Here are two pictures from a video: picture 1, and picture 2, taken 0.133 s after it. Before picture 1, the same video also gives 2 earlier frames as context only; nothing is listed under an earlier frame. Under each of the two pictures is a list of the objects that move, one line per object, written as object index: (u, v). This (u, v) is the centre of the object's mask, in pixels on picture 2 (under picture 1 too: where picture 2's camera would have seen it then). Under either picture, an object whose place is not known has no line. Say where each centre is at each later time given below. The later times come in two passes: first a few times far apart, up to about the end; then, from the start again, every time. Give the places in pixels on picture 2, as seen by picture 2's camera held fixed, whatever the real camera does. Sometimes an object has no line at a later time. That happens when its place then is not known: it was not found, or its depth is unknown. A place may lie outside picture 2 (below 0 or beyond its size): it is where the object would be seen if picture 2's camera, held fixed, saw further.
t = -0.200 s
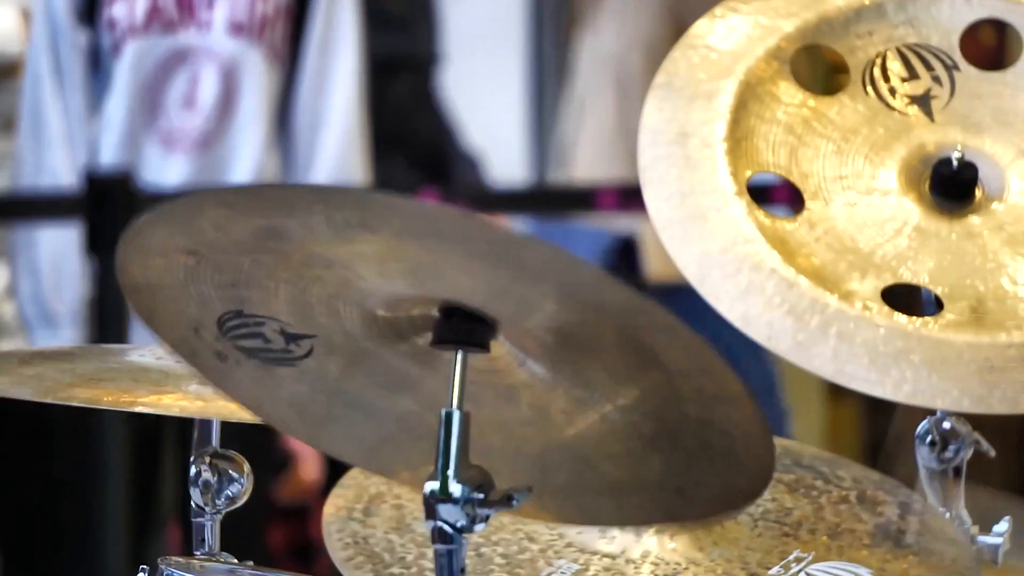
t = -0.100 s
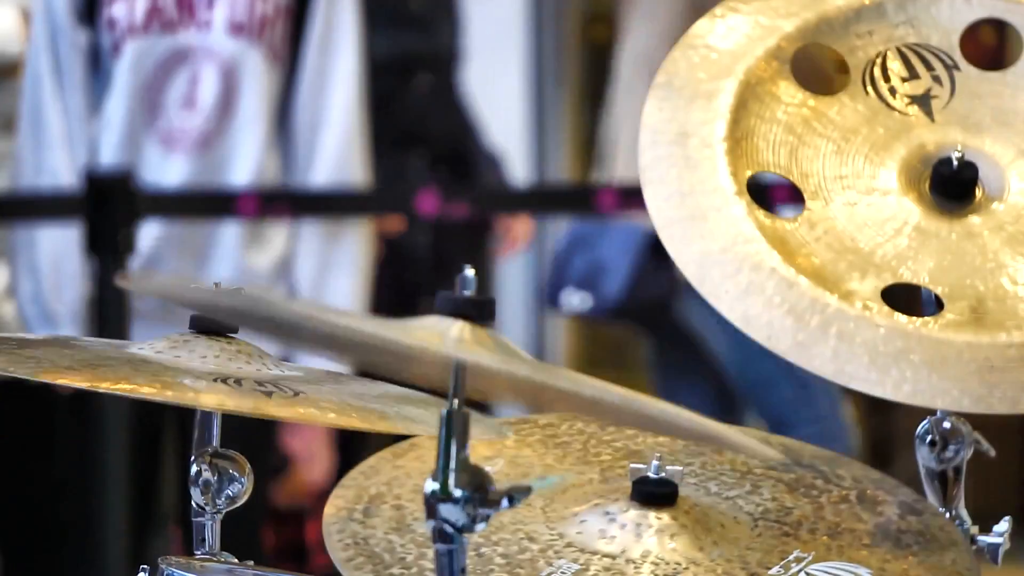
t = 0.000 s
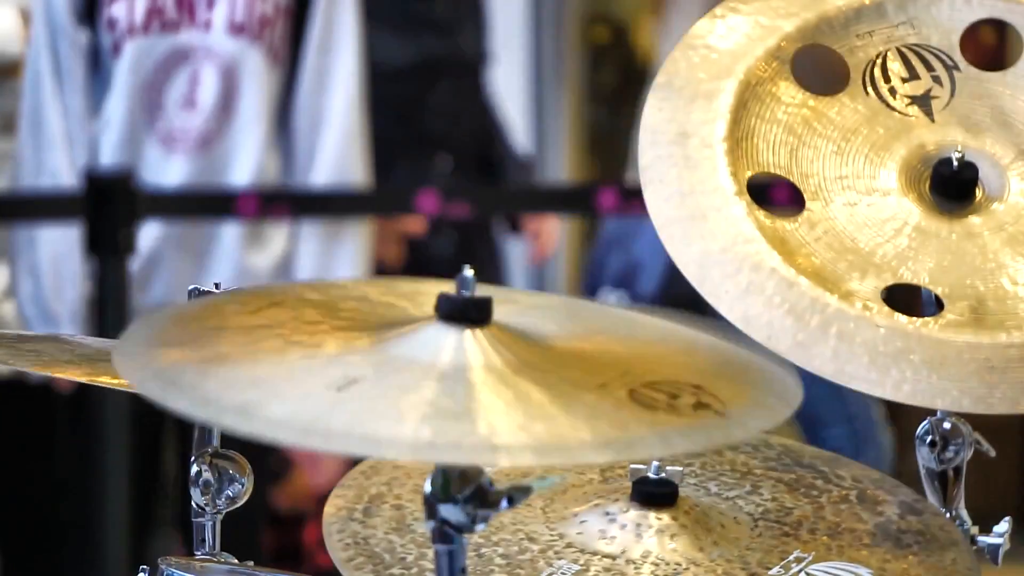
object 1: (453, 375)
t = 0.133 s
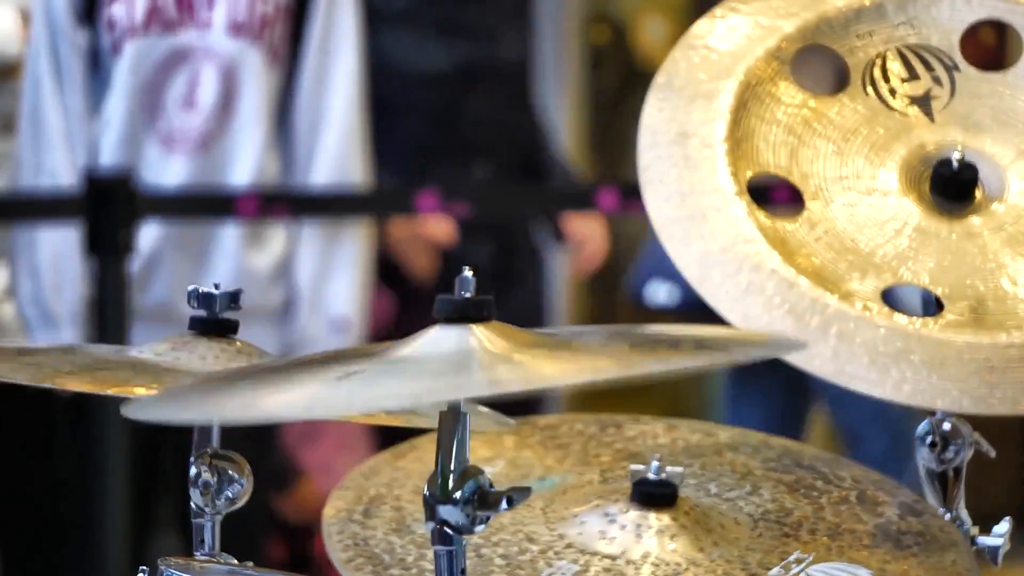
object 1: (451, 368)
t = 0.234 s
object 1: (454, 370)
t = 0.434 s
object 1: (448, 365)
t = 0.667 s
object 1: (453, 372)
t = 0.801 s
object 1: (470, 367)
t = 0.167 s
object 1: (485, 353)
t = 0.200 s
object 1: (468, 371)
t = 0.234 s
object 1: (454, 370)
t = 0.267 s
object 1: (454, 367)
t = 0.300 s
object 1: (464, 364)
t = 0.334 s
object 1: (464, 364)
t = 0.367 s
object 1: (465, 361)
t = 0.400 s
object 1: (452, 364)
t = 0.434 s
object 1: (448, 365)
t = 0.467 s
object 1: (450, 367)
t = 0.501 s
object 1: (451, 366)
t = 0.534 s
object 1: (467, 360)
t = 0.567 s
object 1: (460, 362)
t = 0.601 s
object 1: (459, 370)
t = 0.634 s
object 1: (461, 373)
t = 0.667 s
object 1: (453, 372)
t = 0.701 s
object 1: (448, 372)
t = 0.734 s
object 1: (453, 373)
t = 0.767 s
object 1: (463, 373)
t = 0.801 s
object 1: (470, 367)
